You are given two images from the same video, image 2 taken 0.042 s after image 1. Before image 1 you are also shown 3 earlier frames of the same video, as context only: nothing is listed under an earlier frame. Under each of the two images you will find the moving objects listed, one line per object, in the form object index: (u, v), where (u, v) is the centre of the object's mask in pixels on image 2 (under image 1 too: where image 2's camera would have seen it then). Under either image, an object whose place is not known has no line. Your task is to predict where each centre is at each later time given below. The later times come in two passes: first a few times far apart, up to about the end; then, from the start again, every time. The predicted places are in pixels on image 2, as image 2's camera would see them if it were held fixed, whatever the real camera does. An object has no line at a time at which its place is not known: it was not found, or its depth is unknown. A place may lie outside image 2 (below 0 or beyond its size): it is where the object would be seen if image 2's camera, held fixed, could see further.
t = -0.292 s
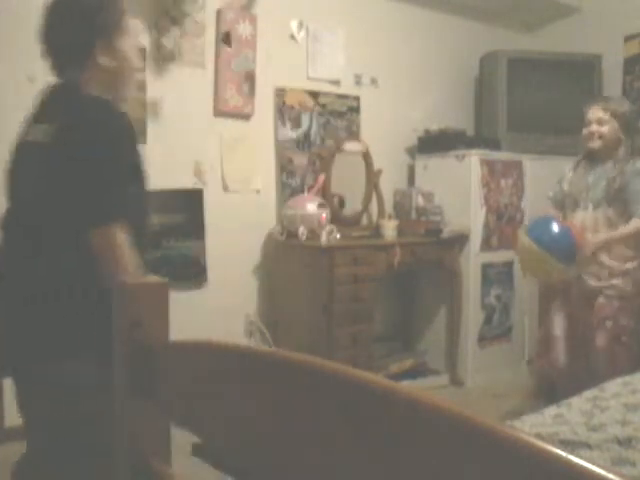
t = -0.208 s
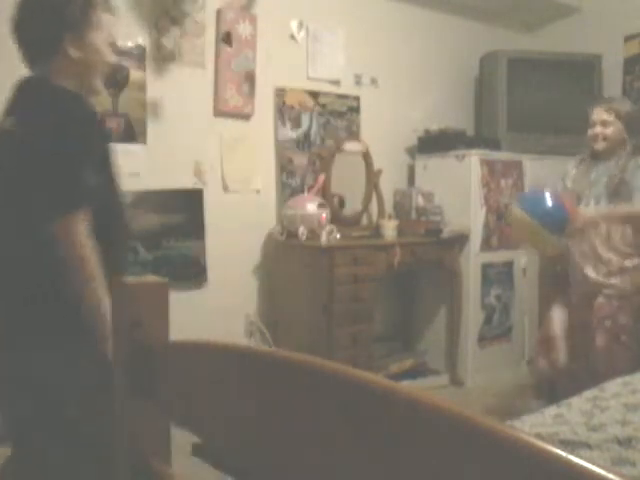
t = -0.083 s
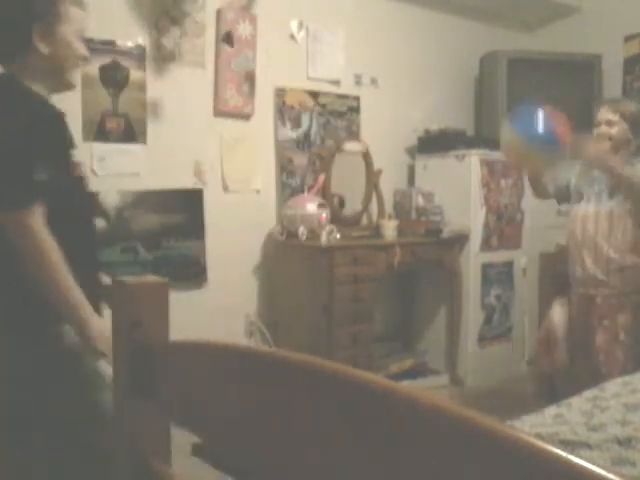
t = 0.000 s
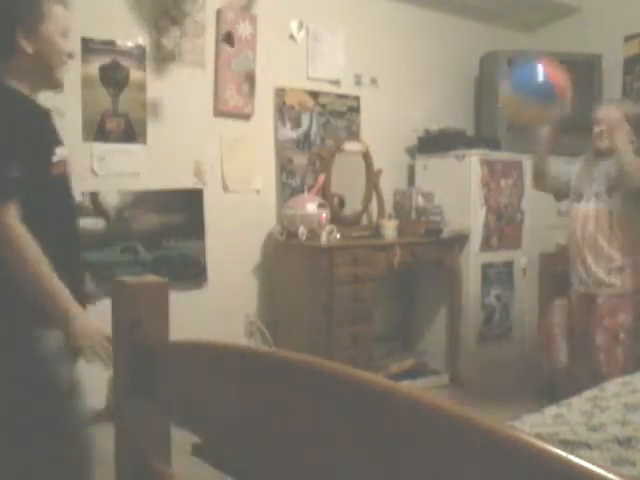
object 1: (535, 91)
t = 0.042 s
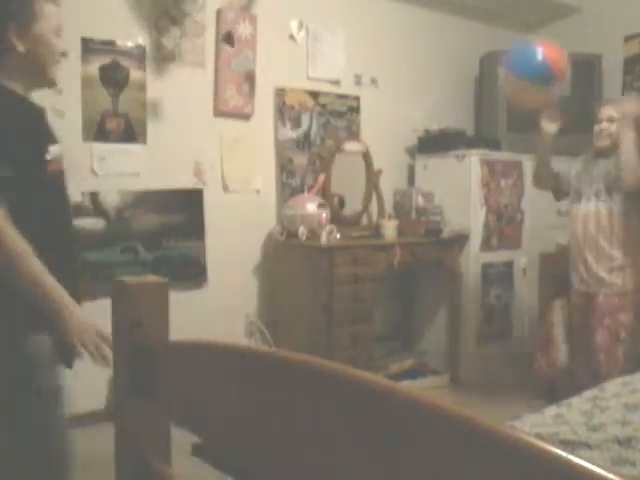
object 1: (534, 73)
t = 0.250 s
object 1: (533, 33)
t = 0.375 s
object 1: (531, 44)
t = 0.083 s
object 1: (534, 58)
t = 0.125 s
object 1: (534, 47)
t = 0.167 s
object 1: (533, 38)
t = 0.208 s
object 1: (533, 34)
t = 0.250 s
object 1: (533, 33)
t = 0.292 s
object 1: (532, 33)
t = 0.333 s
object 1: (532, 37)
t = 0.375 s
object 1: (531, 44)
